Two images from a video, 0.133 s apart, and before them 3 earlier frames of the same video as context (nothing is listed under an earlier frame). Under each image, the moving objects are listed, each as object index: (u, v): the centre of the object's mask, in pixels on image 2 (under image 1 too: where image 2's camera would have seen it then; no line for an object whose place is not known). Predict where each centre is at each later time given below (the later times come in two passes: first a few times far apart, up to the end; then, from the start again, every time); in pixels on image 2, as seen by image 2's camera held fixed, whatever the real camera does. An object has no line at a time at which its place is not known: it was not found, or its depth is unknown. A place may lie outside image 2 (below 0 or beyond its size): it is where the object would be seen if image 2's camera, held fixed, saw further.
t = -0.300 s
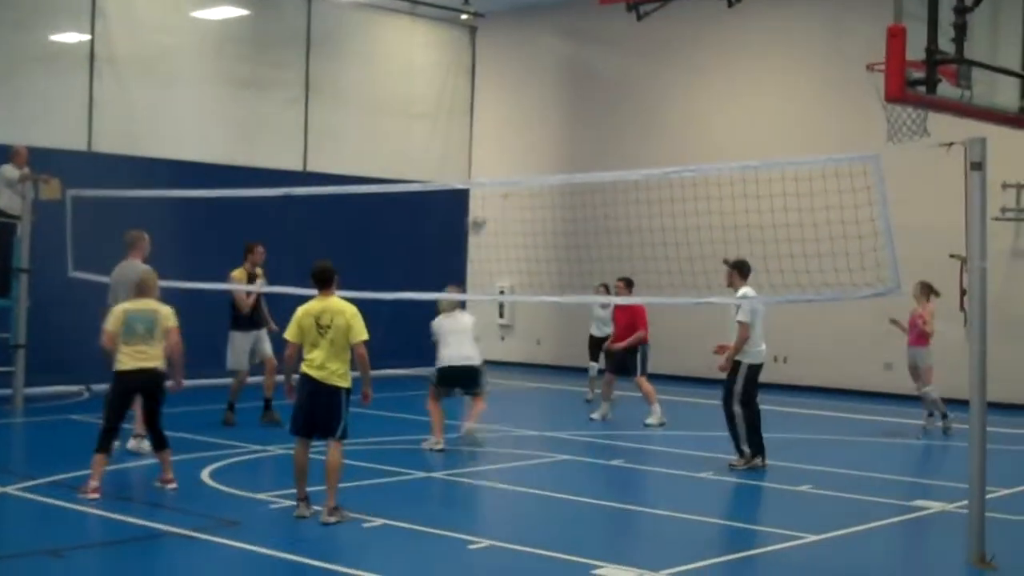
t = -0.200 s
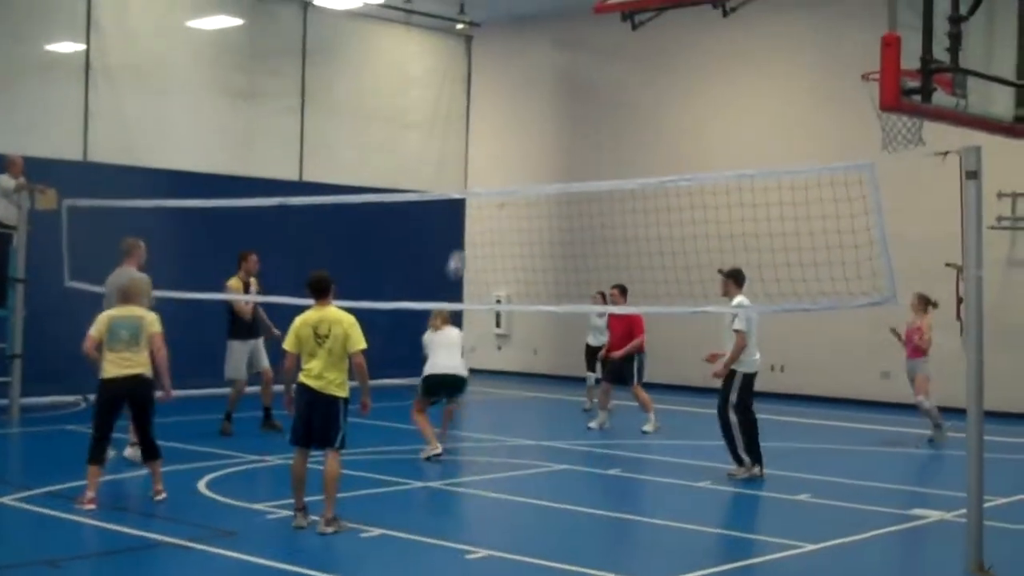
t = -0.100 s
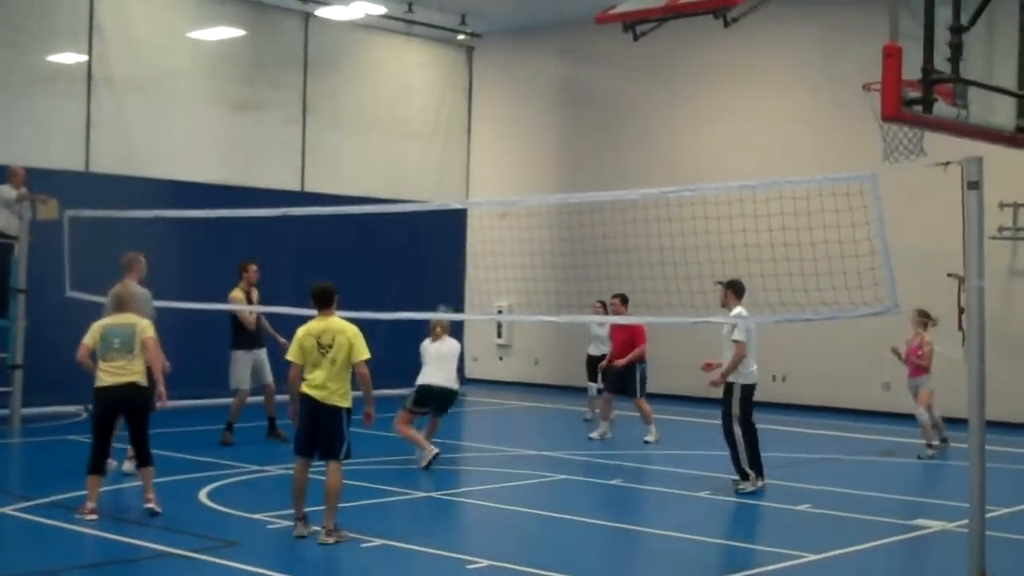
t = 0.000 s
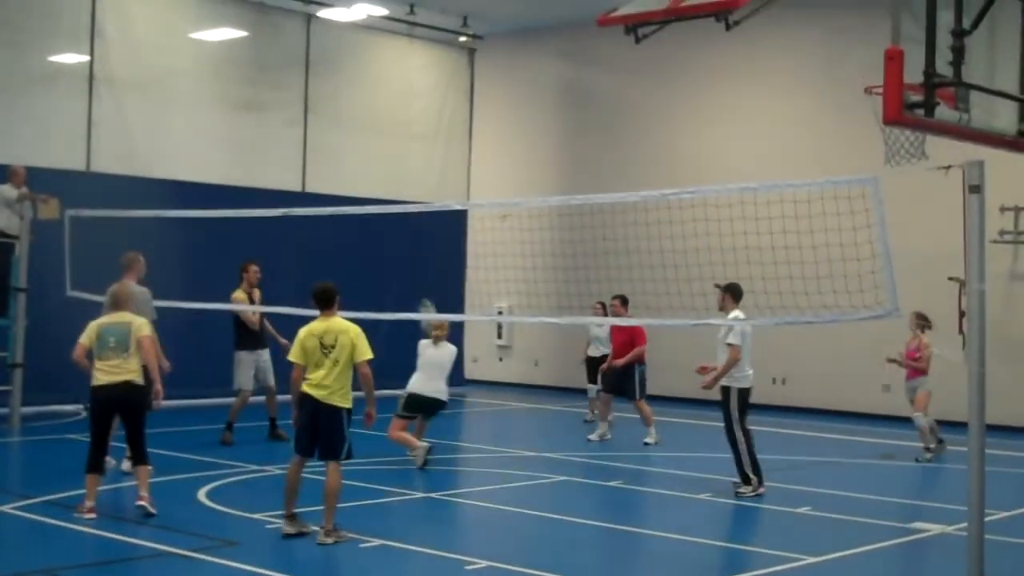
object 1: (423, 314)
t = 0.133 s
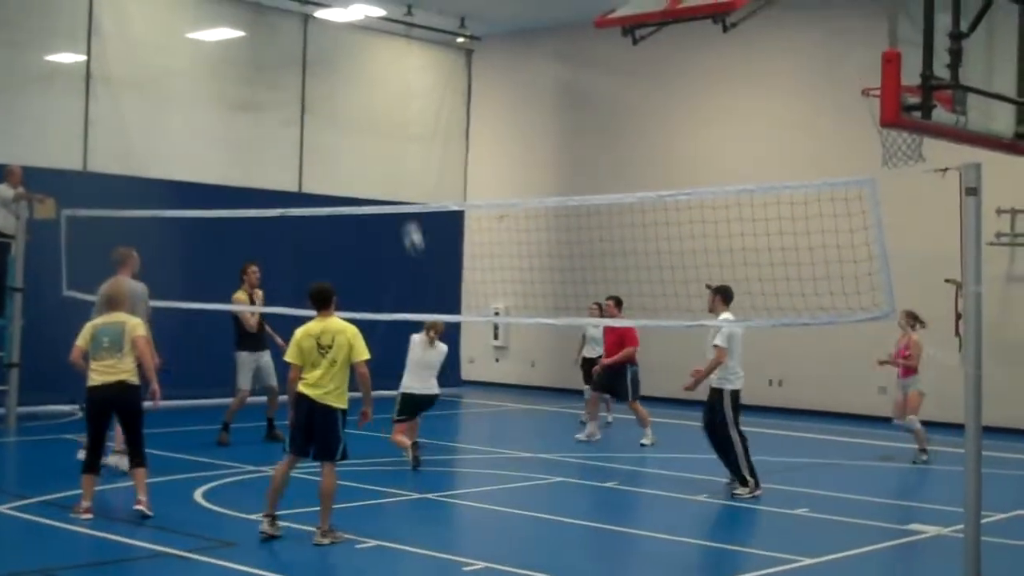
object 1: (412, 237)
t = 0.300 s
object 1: (396, 163)
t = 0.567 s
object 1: (373, 98)
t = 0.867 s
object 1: (343, 101)
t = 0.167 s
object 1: (411, 223)
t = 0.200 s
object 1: (407, 199)
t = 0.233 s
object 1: (403, 191)
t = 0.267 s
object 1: (399, 176)
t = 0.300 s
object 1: (396, 163)
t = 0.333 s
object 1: (395, 151)
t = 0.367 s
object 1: (391, 142)
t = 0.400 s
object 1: (388, 130)
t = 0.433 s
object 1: (385, 123)
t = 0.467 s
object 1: (381, 113)
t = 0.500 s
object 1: (377, 108)
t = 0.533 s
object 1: (376, 101)
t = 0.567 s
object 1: (373, 98)
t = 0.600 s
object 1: (370, 94)
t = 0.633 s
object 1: (366, 92)
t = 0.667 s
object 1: (363, 90)
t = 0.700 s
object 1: (360, 90)
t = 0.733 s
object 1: (357, 90)
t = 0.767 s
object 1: (354, 92)
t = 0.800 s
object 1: (350, 94)
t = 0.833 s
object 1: (346, 97)
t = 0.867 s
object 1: (343, 101)
